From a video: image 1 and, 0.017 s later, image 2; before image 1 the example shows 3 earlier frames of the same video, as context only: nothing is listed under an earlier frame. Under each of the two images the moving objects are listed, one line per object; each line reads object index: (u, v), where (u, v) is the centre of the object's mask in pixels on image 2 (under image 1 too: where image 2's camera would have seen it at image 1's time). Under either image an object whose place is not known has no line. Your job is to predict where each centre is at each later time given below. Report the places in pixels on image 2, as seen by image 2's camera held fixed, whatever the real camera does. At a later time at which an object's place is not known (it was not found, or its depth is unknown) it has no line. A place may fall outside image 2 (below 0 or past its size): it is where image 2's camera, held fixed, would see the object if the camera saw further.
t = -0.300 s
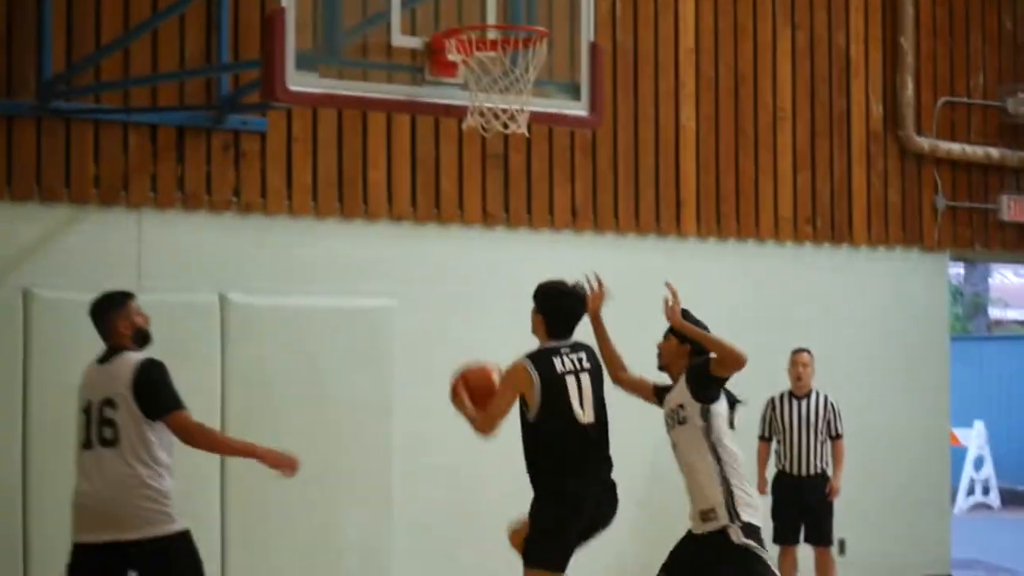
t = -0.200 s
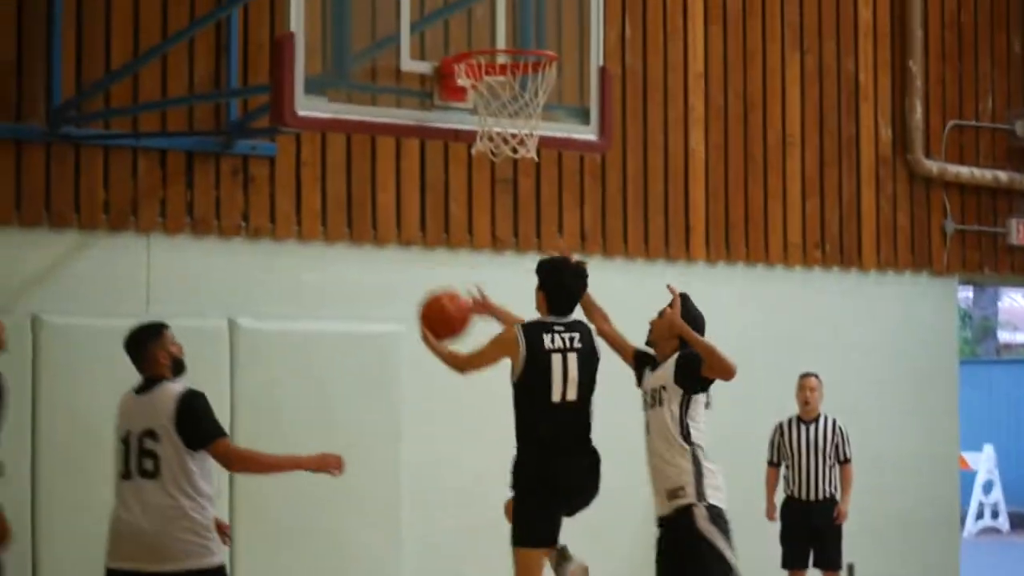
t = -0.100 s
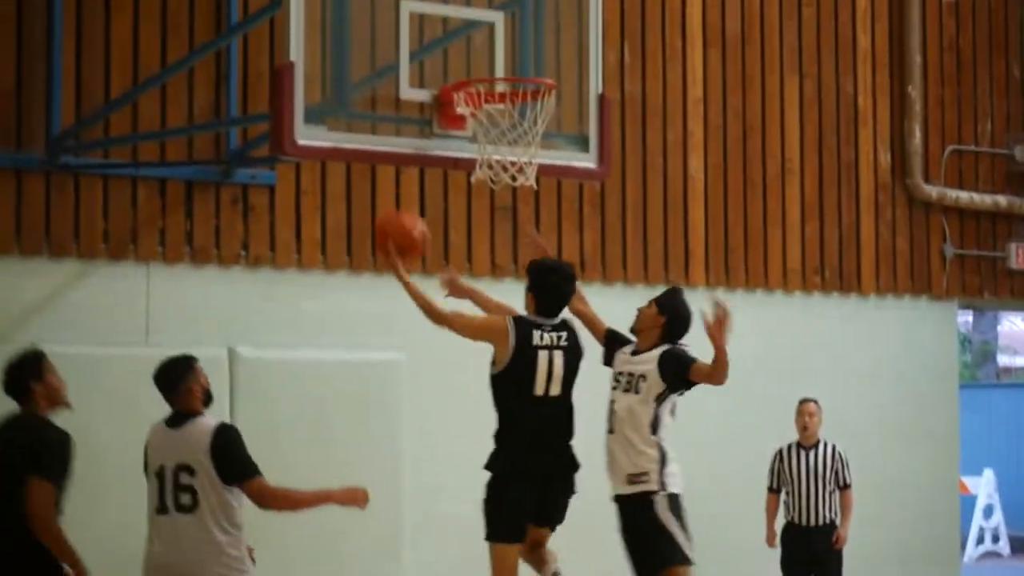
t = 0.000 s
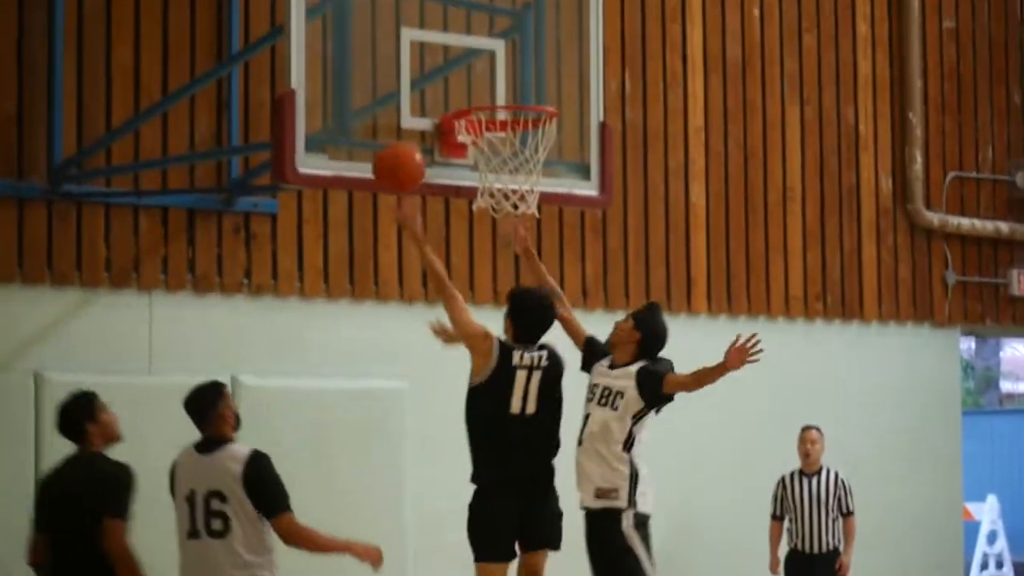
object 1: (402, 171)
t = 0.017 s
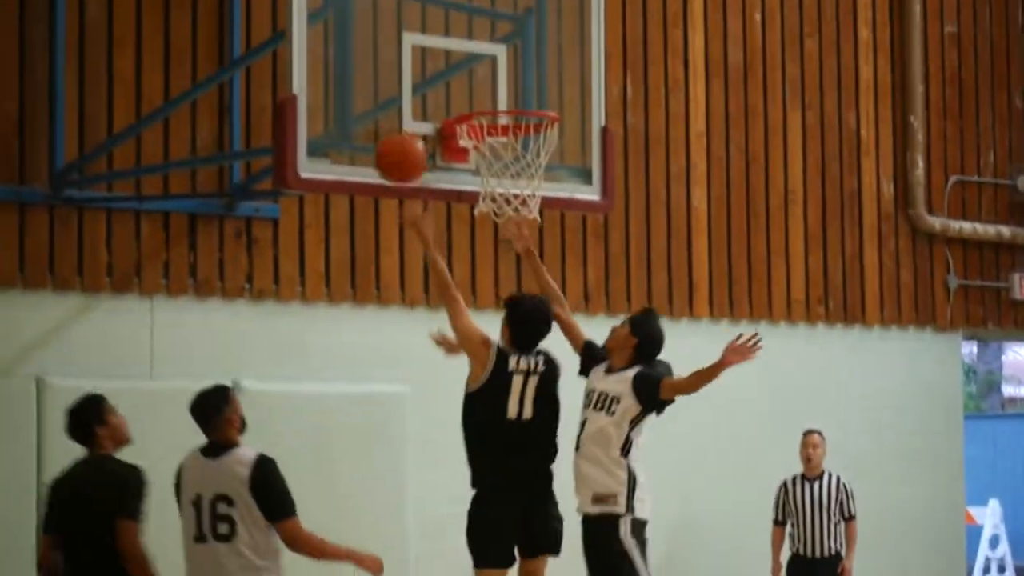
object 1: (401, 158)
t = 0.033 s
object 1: (401, 145)
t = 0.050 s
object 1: (402, 131)
